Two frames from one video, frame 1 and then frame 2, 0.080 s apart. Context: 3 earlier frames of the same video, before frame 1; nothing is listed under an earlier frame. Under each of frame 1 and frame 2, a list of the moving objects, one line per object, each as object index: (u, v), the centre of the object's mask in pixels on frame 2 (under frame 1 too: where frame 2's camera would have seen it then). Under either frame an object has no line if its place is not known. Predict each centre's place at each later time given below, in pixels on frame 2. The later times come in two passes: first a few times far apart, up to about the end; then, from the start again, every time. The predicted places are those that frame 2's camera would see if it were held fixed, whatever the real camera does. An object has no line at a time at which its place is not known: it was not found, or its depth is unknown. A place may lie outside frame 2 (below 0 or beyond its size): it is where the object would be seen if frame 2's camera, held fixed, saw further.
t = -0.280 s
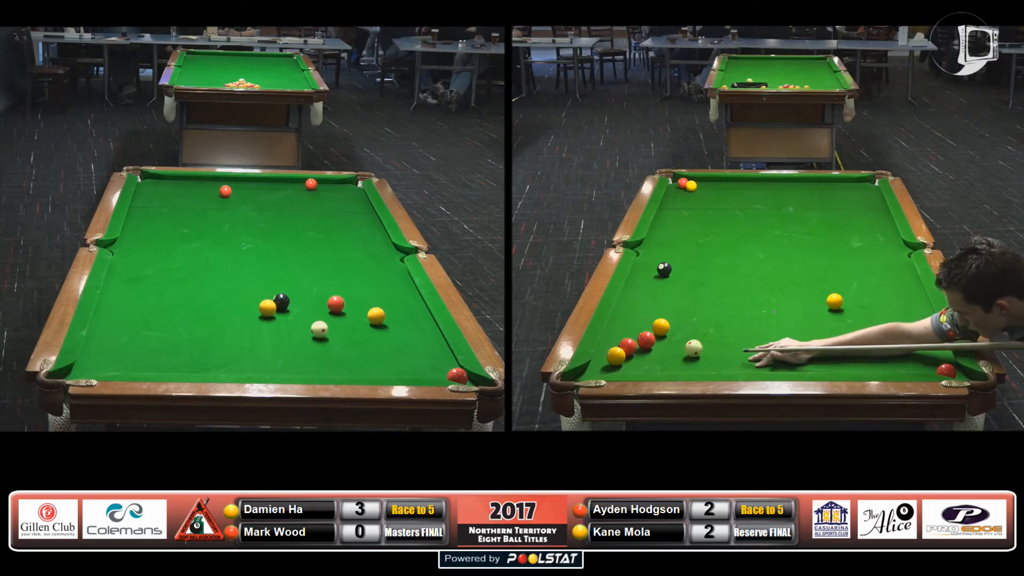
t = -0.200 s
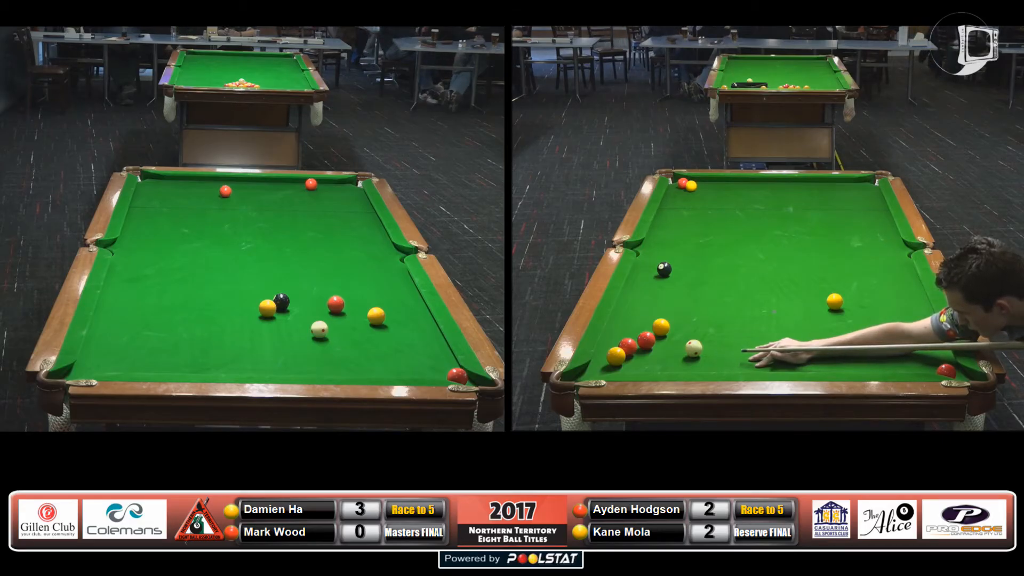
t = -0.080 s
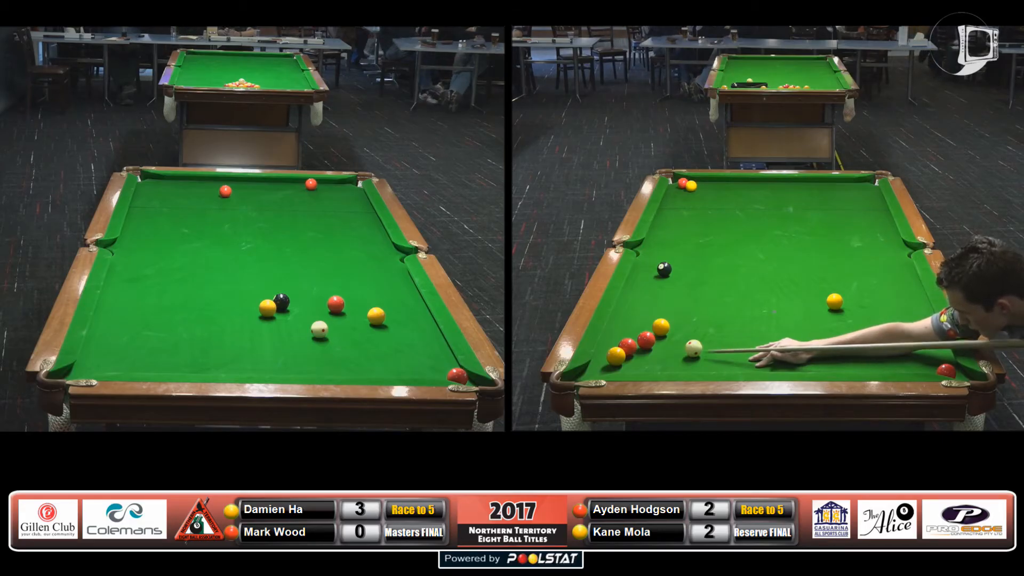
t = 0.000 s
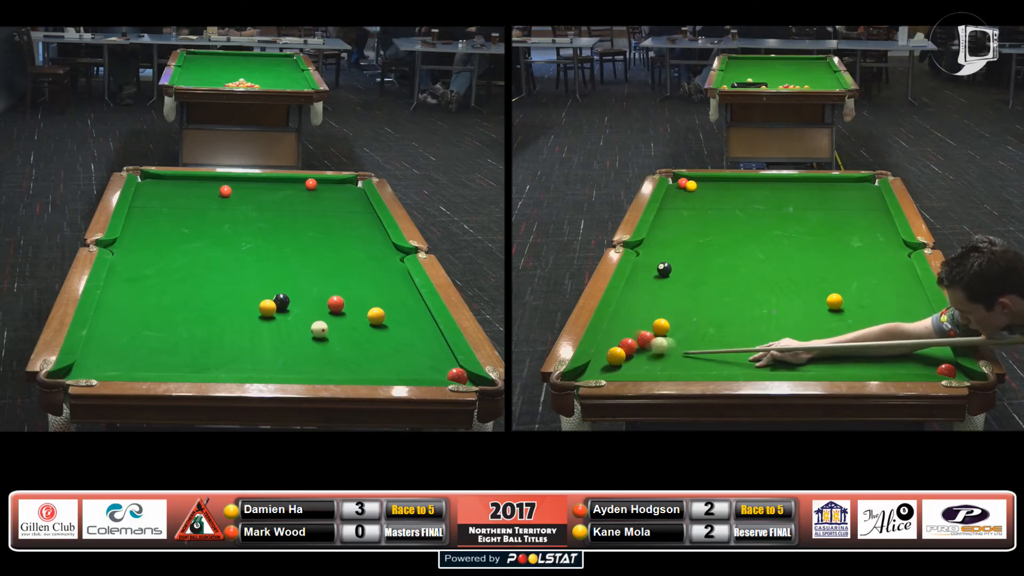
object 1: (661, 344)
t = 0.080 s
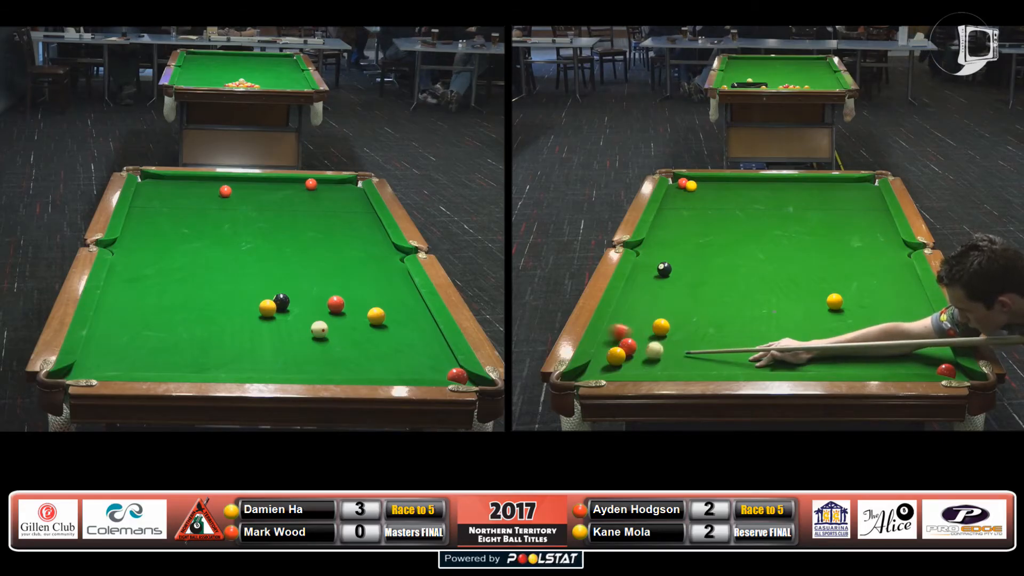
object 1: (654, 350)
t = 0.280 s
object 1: (653, 361)
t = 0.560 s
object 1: (654, 366)
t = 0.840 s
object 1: (661, 360)
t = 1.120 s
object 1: (666, 353)
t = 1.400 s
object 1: (671, 348)
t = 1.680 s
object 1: (674, 344)
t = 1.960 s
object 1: (675, 342)
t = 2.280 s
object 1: (675, 341)
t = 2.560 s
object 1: (675, 341)
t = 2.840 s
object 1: (675, 341)
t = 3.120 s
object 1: (675, 341)
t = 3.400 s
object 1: (675, 341)
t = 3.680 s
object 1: (675, 341)
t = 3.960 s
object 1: (675, 341)
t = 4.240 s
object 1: (675, 341)
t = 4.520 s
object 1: (675, 341)
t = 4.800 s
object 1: (675, 341)
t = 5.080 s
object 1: (675, 341)
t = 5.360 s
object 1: (675, 341)
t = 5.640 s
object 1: (675, 341)
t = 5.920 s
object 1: (675, 341)
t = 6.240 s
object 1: (675, 341)
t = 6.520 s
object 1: (675, 341)
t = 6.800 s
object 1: (675, 341)
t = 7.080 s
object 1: (675, 341)
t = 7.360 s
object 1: (675, 341)
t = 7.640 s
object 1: (675, 341)
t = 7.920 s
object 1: (675, 341)
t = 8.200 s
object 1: (675, 341)
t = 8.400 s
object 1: (675, 341)
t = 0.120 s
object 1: (654, 352)
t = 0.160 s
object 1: (653, 354)
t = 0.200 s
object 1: (653, 356)
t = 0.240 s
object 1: (653, 359)
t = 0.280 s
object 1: (653, 361)
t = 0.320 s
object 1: (653, 363)
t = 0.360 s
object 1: (652, 364)
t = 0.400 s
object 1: (652, 366)
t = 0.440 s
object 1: (652, 367)
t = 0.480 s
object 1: (652, 368)
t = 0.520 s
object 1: (653, 367)
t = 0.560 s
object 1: (654, 366)
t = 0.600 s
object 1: (655, 366)
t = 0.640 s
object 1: (656, 365)
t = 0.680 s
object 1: (657, 364)
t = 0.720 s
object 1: (658, 363)
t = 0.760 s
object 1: (659, 363)
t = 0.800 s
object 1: (660, 362)
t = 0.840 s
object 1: (661, 360)
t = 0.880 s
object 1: (662, 359)
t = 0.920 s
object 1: (662, 358)
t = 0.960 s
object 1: (663, 357)
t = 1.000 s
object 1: (664, 356)
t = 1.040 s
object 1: (665, 355)
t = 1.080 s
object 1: (665, 354)
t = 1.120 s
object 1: (666, 353)
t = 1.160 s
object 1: (667, 352)
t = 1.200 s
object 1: (668, 352)
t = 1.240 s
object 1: (668, 351)
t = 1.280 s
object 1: (669, 350)
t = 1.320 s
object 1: (670, 349)
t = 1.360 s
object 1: (670, 348)
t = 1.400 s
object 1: (671, 348)
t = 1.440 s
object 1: (672, 347)
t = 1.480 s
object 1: (672, 347)
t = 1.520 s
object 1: (672, 346)
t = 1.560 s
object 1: (673, 345)
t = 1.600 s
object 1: (673, 345)
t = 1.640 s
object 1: (673, 345)
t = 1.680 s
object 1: (674, 344)
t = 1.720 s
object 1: (674, 344)
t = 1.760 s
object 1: (674, 343)
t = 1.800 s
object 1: (674, 343)
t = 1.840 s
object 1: (674, 343)
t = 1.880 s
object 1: (675, 342)
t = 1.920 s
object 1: (675, 342)
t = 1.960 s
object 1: (675, 342)
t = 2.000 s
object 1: (675, 342)
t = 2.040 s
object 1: (675, 342)
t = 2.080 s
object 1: (675, 341)
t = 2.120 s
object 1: (675, 341)
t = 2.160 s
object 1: (675, 341)
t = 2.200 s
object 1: (675, 341)
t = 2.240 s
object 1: (675, 341)
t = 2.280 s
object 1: (675, 341)
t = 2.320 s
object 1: (675, 341)
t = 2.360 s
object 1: (675, 341)
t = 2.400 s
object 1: (675, 341)
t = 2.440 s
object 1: (675, 341)
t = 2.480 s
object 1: (675, 341)
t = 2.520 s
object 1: (675, 341)
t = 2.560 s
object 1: (675, 341)
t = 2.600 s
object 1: (675, 341)
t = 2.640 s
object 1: (675, 341)
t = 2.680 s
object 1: (675, 341)
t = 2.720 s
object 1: (675, 341)
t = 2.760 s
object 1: (675, 341)
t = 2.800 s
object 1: (675, 341)
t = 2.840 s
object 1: (675, 341)
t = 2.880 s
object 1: (675, 341)
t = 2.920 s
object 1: (675, 341)
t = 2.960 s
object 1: (675, 341)
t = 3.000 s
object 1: (675, 341)
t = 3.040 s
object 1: (675, 341)
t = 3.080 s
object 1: (675, 341)
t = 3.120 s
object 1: (675, 341)
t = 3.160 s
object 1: (675, 341)
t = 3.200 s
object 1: (675, 341)
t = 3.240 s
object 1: (675, 341)
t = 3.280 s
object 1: (675, 341)
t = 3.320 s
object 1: (675, 341)
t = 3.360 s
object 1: (675, 341)
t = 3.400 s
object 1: (675, 341)
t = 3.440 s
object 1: (675, 341)
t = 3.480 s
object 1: (675, 341)
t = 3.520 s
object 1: (675, 341)
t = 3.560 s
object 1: (675, 341)
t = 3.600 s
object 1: (675, 341)
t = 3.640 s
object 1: (675, 341)
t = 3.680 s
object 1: (675, 341)
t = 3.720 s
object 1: (675, 341)
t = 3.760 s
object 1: (675, 341)
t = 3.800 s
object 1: (675, 341)
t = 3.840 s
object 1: (675, 341)
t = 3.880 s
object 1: (675, 341)
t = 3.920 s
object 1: (675, 341)
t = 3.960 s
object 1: (675, 341)
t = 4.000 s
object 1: (675, 341)
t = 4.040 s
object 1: (675, 341)
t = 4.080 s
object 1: (675, 341)
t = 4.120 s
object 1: (675, 341)
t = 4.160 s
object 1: (675, 341)
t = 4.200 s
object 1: (675, 341)
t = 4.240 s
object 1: (675, 341)
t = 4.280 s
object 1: (675, 341)
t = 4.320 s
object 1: (675, 341)
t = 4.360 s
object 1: (675, 341)
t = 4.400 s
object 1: (675, 341)
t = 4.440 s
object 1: (675, 341)
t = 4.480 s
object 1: (675, 341)
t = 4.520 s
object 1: (675, 341)
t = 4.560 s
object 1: (675, 341)
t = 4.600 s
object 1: (675, 341)
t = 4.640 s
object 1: (675, 341)
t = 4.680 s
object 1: (675, 341)
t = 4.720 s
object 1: (675, 341)
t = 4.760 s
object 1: (675, 341)
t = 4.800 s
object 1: (675, 341)
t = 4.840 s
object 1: (675, 341)
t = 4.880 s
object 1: (675, 341)
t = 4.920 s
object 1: (675, 341)
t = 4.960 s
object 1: (675, 341)
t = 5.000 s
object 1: (675, 341)
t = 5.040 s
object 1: (675, 341)
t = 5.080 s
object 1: (675, 341)
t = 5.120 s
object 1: (675, 341)
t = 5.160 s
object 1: (675, 341)
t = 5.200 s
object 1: (675, 341)
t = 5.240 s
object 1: (675, 341)
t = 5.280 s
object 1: (675, 341)
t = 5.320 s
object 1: (675, 341)
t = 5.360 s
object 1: (675, 341)
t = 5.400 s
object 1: (675, 341)
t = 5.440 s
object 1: (675, 341)
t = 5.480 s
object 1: (675, 341)
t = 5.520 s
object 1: (675, 341)
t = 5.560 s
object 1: (675, 341)
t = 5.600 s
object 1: (675, 341)
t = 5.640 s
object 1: (675, 341)
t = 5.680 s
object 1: (675, 341)
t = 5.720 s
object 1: (675, 341)
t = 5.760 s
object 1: (675, 341)
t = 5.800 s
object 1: (675, 341)
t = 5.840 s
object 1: (675, 341)
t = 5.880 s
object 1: (675, 341)
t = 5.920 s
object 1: (675, 341)
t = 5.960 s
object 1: (675, 341)
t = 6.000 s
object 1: (675, 341)
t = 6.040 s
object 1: (675, 341)
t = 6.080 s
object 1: (675, 341)
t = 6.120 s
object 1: (675, 341)
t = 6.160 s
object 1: (675, 341)
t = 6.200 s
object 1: (675, 341)
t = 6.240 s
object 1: (675, 341)
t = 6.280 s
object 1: (675, 341)
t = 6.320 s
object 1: (675, 341)
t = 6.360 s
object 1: (675, 341)
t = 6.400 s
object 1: (675, 341)
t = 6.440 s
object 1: (675, 341)
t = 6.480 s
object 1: (675, 341)
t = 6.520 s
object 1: (675, 341)
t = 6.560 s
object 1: (675, 341)
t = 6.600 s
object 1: (675, 341)
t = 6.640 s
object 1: (675, 341)
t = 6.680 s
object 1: (675, 341)
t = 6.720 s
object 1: (675, 341)
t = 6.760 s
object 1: (675, 341)
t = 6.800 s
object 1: (675, 341)
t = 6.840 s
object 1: (675, 341)
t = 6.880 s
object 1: (675, 341)
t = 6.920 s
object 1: (675, 341)
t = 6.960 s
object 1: (675, 341)
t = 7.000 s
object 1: (675, 341)
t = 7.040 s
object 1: (675, 341)
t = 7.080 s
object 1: (675, 341)
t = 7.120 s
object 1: (675, 341)
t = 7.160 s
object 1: (675, 341)
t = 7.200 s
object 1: (675, 341)
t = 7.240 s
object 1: (675, 341)
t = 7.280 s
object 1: (675, 342)
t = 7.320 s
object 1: (675, 341)
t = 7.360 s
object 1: (675, 341)
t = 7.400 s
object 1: (675, 341)
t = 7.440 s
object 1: (675, 341)
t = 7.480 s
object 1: (675, 341)
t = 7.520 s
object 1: (675, 342)
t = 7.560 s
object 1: (675, 341)
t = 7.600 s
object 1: (675, 341)
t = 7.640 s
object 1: (675, 341)
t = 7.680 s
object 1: (675, 341)
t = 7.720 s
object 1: (675, 341)
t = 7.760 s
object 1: (675, 341)
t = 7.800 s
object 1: (675, 341)
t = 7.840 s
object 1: (675, 341)
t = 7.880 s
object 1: (675, 341)
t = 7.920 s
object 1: (675, 341)
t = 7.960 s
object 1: (675, 341)
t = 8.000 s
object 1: (675, 341)
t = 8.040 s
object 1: (675, 341)
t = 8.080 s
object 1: (675, 341)
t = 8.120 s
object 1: (675, 341)
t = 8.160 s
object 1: (675, 341)
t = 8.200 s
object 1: (675, 341)
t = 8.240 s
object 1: (675, 341)
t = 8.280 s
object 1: (675, 341)
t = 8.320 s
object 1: (675, 341)
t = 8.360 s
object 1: (675, 341)
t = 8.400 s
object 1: (675, 341)
